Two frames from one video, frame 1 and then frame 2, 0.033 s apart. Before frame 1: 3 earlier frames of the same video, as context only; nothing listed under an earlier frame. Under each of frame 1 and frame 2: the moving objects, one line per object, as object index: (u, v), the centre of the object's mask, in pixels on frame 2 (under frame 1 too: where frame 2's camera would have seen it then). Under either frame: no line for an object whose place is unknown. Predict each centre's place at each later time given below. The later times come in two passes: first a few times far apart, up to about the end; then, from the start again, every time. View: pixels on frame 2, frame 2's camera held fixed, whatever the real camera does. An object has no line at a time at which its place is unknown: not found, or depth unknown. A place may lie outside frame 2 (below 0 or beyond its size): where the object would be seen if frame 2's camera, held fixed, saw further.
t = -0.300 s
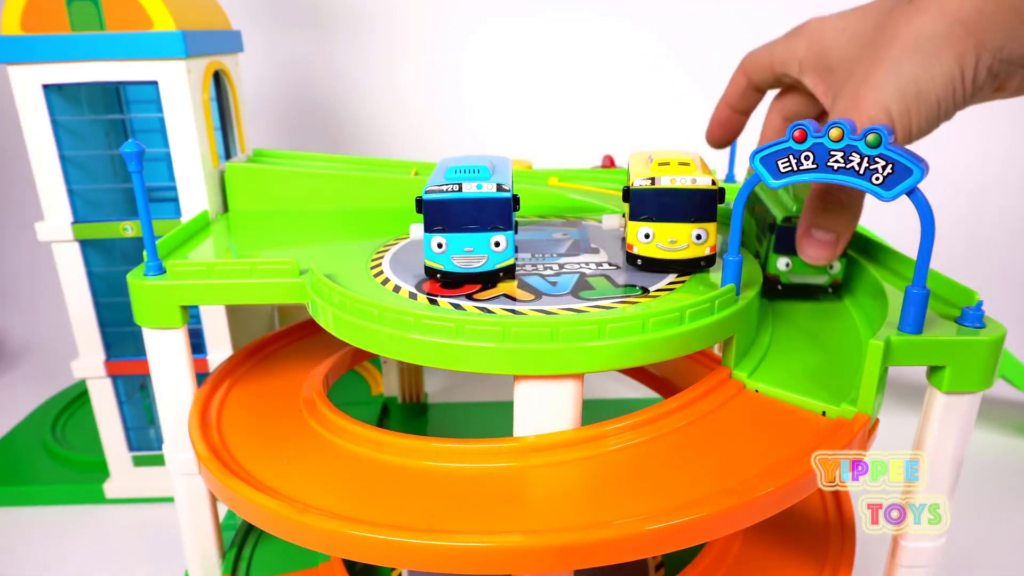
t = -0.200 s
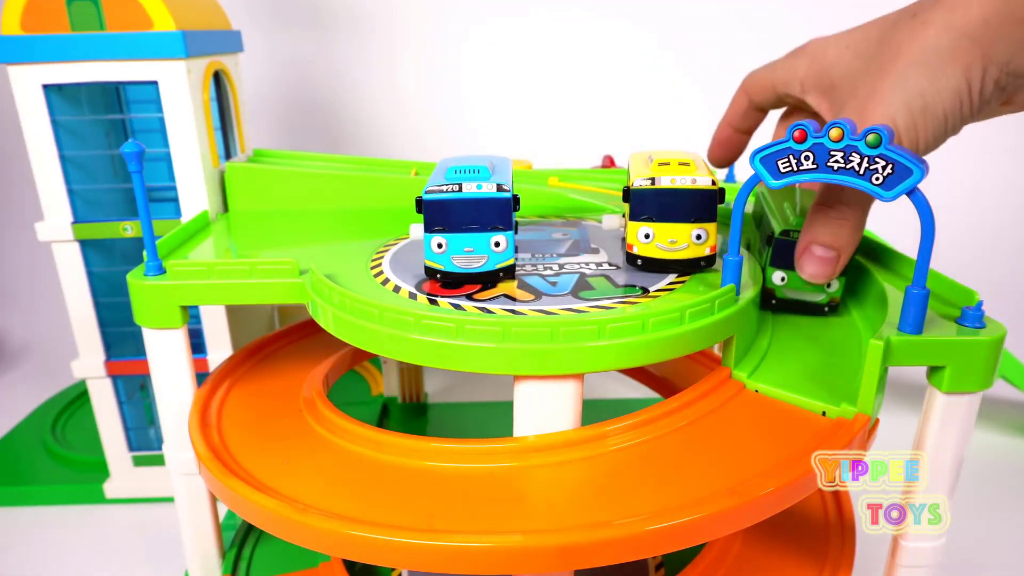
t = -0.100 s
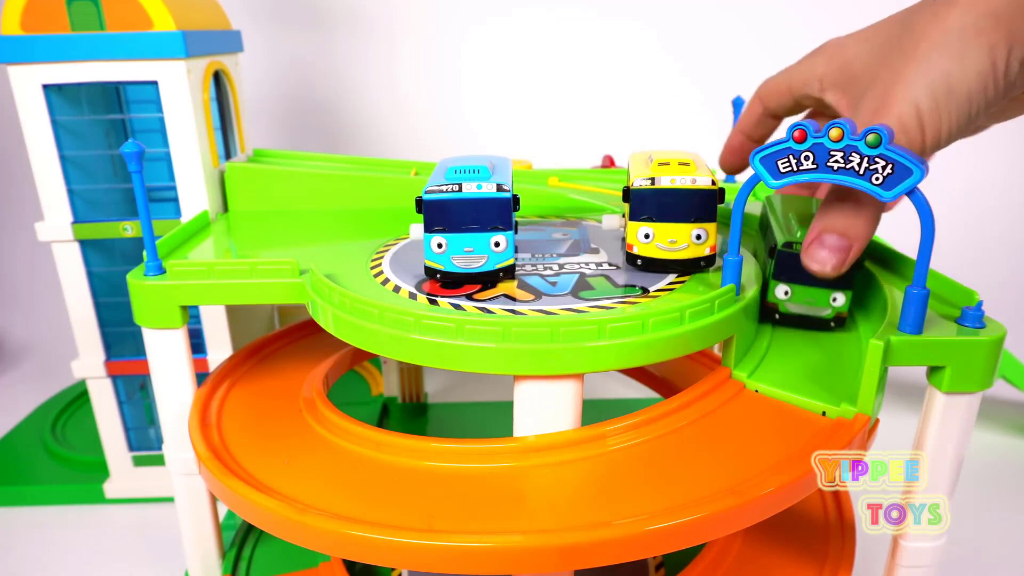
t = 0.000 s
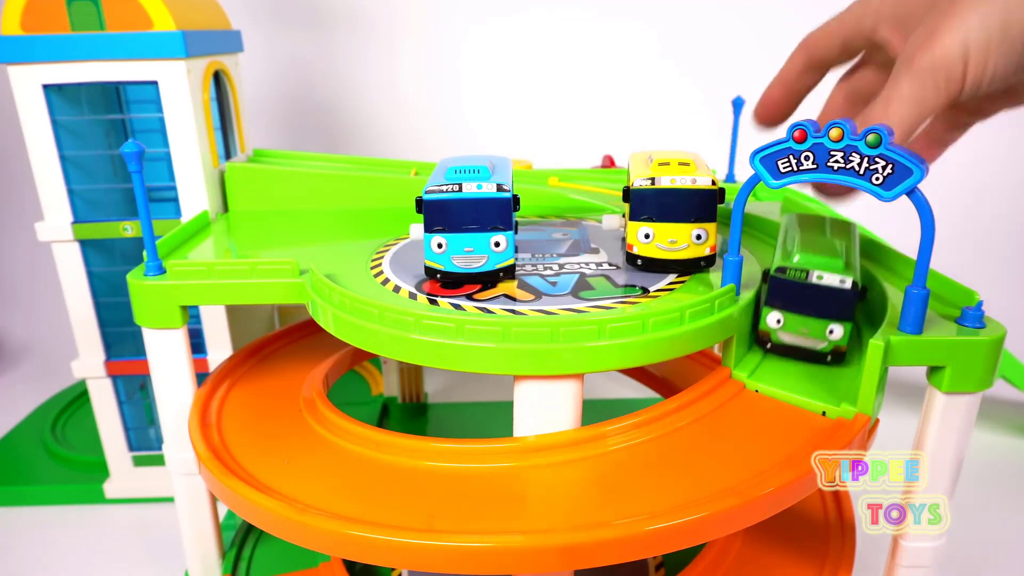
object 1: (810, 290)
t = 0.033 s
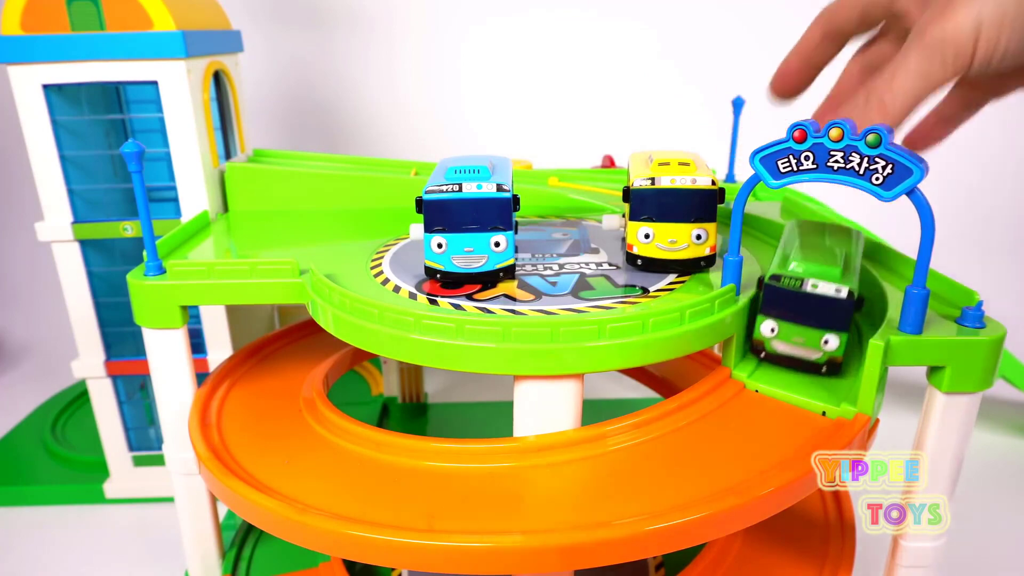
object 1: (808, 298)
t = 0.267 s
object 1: (710, 410)
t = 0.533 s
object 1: (318, 426)
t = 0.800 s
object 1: (288, 336)
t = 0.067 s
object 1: (805, 307)
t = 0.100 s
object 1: (803, 317)
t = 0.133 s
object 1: (798, 327)
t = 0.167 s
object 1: (789, 344)
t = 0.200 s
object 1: (780, 361)
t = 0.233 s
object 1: (741, 393)
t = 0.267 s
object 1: (710, 410)
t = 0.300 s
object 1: (672, 422)
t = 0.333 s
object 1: (630, 434)
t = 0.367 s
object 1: (585, 442)
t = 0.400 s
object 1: (534, 448)
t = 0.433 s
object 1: (428, 448)
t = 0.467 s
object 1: (388, 443)
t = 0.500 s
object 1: (349, 436)
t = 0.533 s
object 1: (318, 426)
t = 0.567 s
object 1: (291, 415)
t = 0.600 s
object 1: (272, 402)
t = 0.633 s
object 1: (253, 375)
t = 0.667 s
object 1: (250, 363)
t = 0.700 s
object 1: (258, 354)
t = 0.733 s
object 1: (266, 347)
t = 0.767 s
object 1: (276, 341)
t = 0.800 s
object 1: (288, 336)
